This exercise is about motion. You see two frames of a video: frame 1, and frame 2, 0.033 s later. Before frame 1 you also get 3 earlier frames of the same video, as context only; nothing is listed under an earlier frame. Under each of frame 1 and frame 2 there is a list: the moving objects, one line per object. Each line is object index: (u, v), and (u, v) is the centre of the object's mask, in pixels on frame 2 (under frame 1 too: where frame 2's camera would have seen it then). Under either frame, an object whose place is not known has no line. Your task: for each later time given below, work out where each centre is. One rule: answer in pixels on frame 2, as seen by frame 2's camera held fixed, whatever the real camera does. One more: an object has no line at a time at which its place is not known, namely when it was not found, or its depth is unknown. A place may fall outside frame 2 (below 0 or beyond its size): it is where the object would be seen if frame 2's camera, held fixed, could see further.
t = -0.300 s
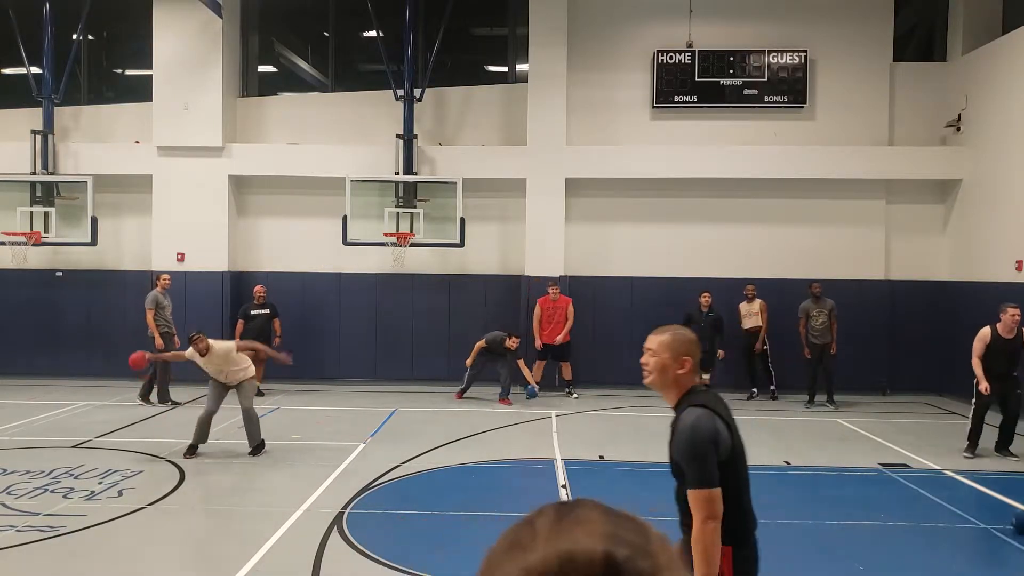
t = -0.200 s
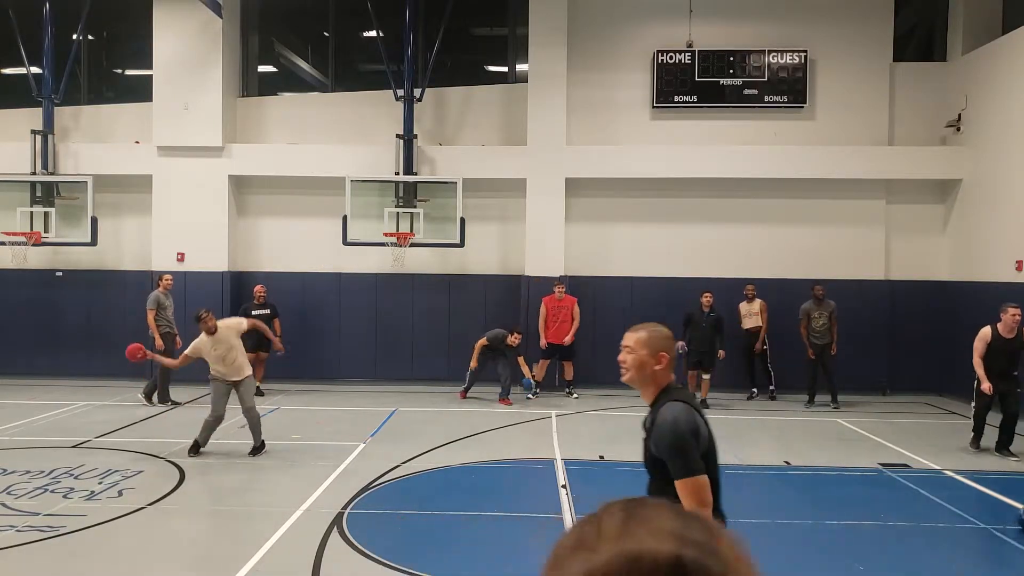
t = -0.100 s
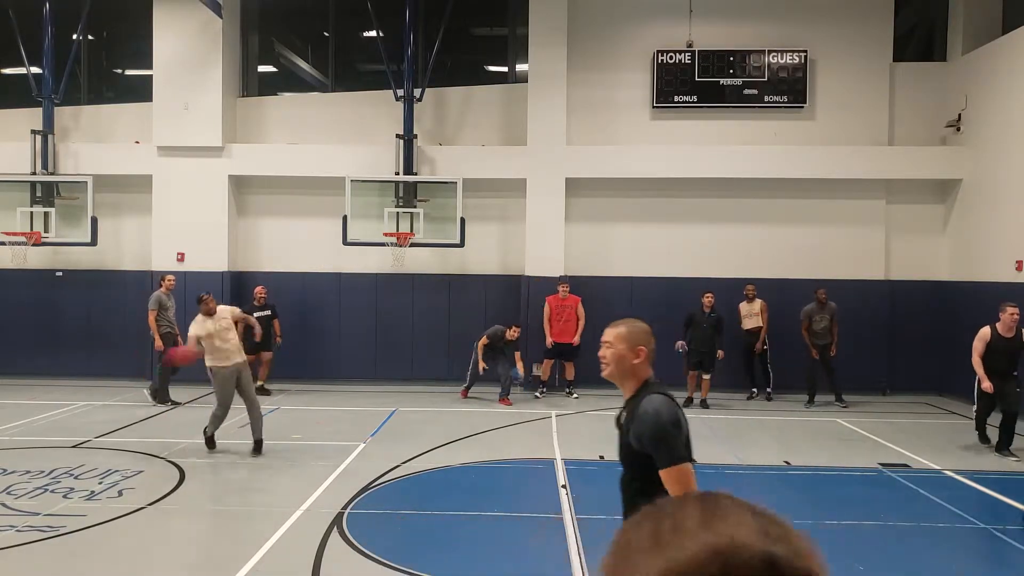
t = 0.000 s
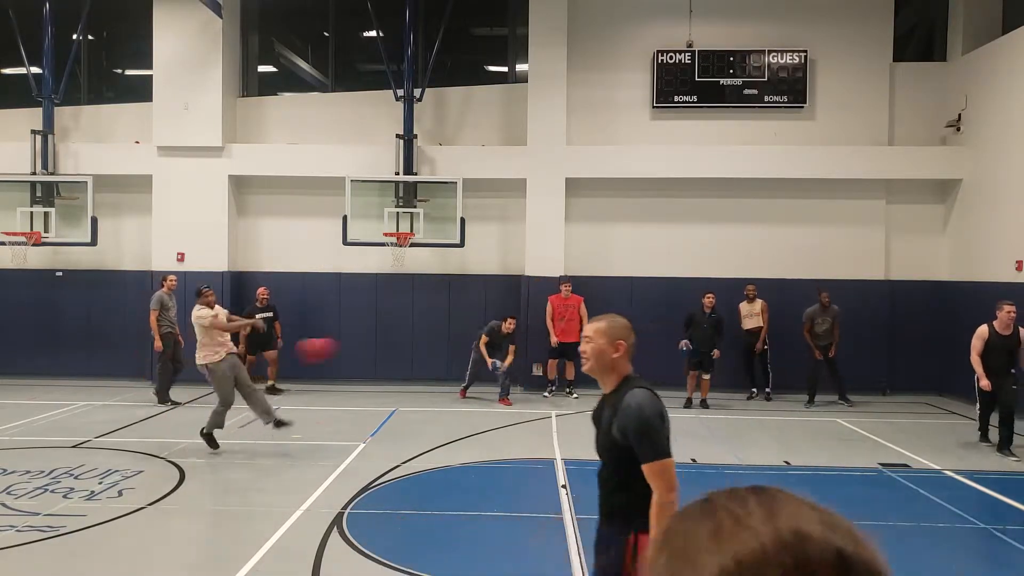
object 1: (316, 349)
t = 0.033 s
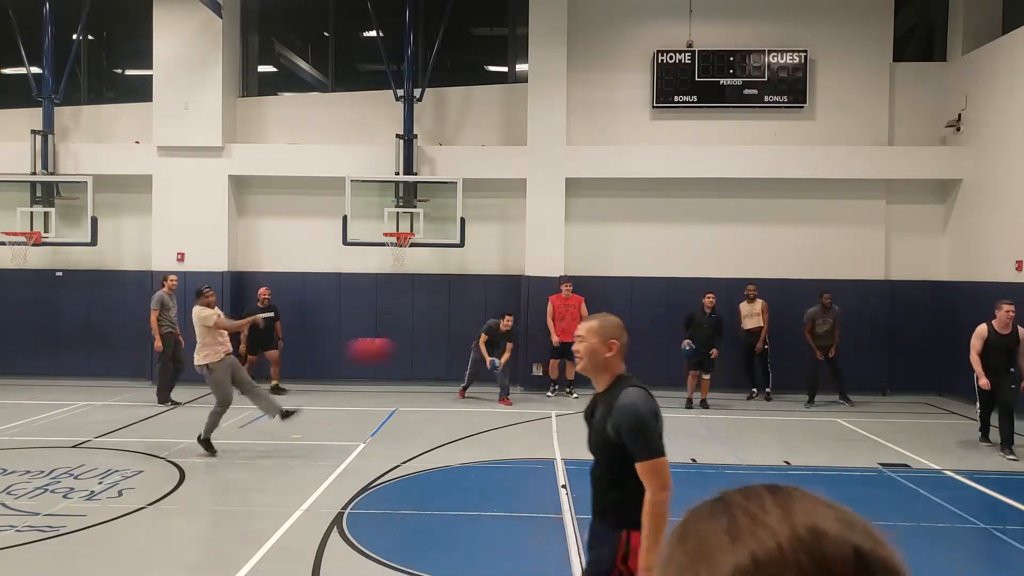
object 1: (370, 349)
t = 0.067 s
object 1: (429, 353)
